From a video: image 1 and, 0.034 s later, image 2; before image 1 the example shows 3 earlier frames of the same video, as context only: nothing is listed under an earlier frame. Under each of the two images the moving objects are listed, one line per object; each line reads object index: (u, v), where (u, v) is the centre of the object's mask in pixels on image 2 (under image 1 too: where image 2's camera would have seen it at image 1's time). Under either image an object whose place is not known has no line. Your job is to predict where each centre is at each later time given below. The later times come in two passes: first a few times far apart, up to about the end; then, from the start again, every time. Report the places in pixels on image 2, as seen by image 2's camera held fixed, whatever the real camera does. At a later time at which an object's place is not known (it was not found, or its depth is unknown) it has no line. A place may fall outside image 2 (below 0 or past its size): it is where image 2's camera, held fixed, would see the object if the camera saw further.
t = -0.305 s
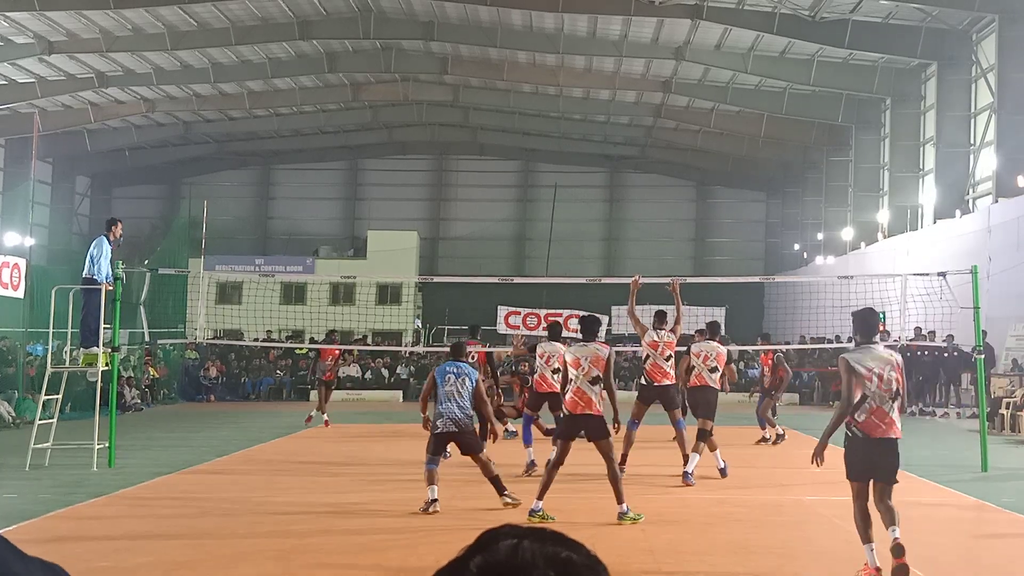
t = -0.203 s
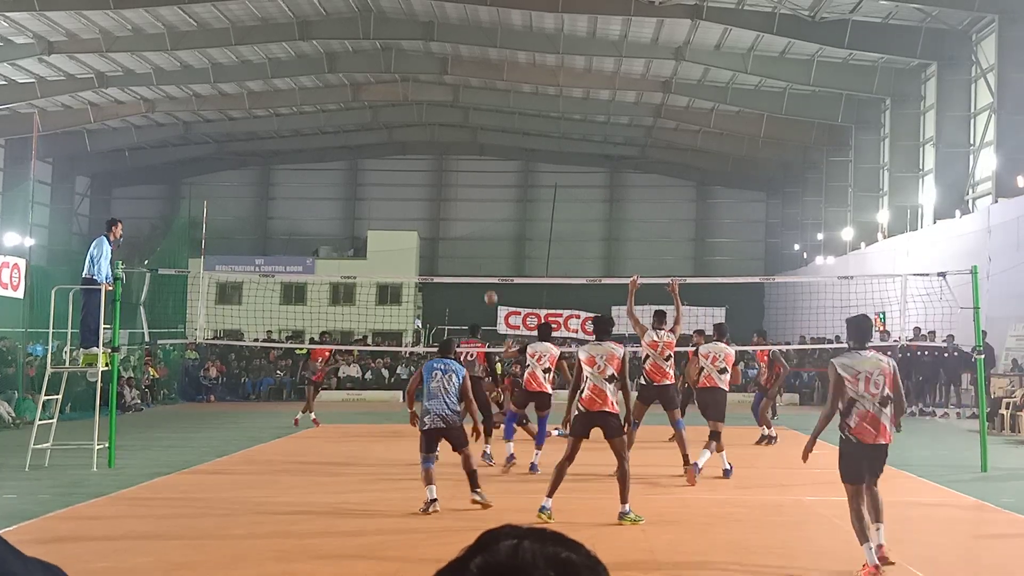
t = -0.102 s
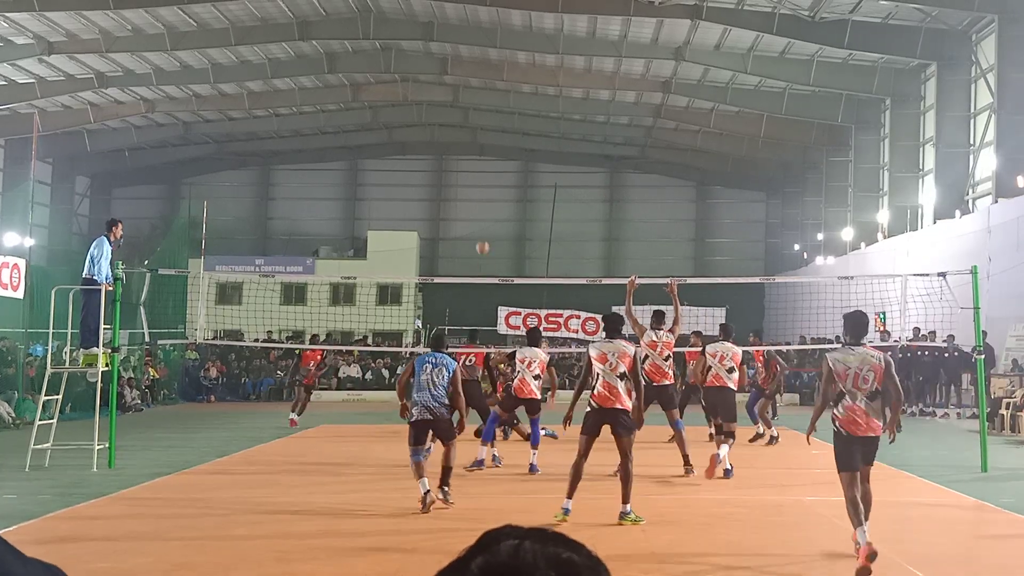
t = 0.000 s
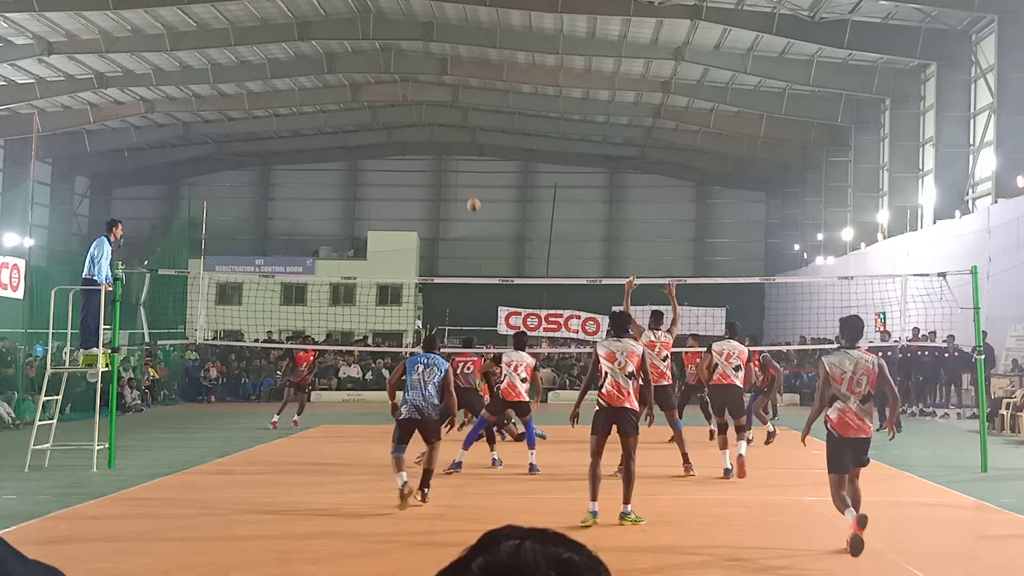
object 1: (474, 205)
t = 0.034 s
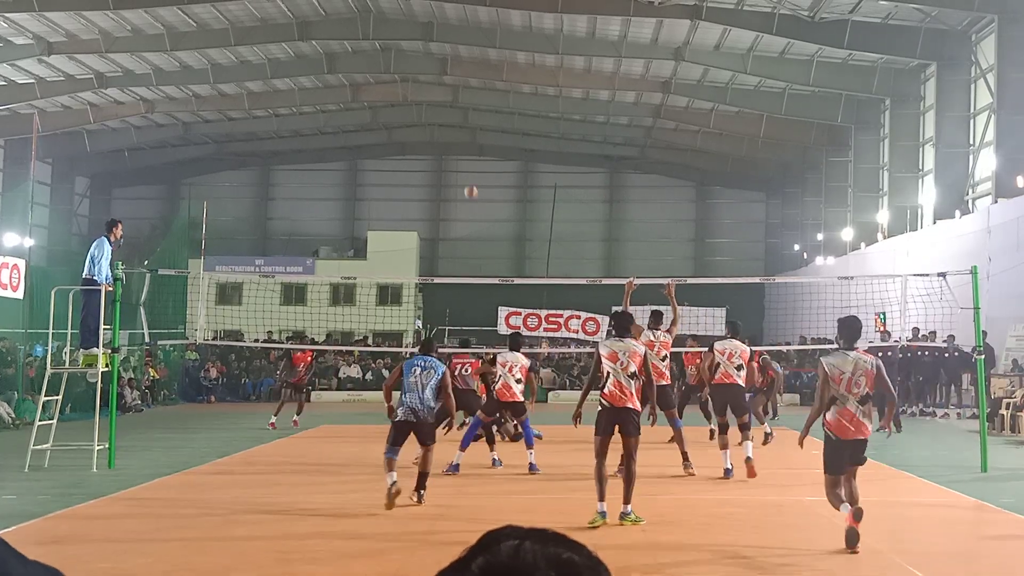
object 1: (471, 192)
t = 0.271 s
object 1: (450, 121)
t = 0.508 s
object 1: (430, 83)
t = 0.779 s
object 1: (404, 81)
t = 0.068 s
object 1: (468, 180)
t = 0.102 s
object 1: (465, 168)
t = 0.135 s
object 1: (462, 157)
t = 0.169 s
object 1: (459, 147)
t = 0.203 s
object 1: (456, 137)
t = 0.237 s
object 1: (453, 129)
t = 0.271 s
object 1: (450, 121)
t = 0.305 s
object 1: (447, 113)
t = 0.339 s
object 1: (445, 106)
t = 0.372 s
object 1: (442, 100)
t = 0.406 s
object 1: (439, 95)
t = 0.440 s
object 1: (435, 90)
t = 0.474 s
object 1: (433, 86)
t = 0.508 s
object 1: (430, 83)
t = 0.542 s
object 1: (426, 80)
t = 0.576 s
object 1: (423, 78)
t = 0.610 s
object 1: (420, 77)
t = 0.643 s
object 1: (417, 77)
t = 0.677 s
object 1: (414, 77)
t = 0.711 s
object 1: (411, 77)
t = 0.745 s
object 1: (408, 79)
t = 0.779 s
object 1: (404, 81)
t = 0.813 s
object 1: (402, 84)
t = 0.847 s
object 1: (398, 87)
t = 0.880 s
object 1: (395, 91)
